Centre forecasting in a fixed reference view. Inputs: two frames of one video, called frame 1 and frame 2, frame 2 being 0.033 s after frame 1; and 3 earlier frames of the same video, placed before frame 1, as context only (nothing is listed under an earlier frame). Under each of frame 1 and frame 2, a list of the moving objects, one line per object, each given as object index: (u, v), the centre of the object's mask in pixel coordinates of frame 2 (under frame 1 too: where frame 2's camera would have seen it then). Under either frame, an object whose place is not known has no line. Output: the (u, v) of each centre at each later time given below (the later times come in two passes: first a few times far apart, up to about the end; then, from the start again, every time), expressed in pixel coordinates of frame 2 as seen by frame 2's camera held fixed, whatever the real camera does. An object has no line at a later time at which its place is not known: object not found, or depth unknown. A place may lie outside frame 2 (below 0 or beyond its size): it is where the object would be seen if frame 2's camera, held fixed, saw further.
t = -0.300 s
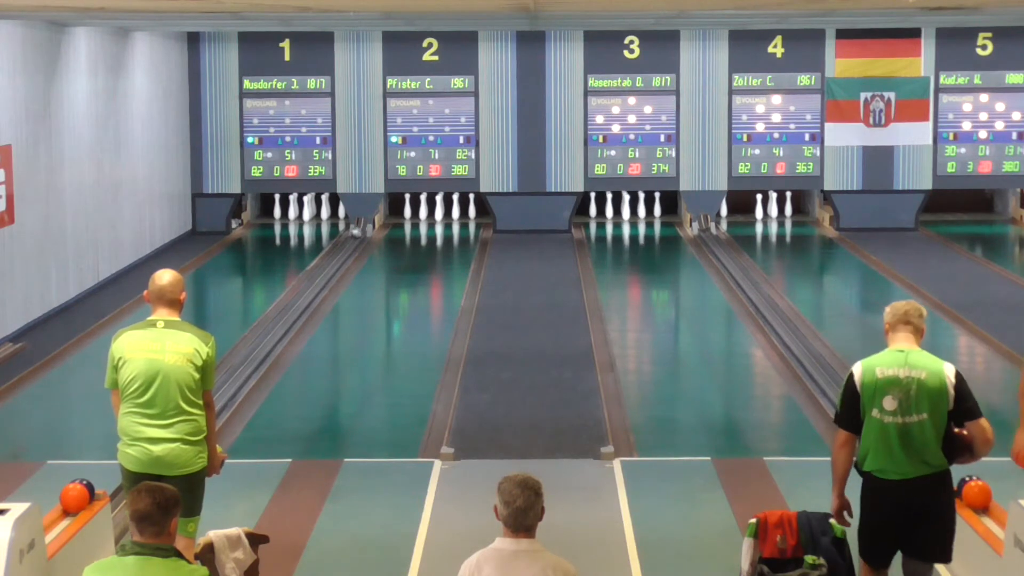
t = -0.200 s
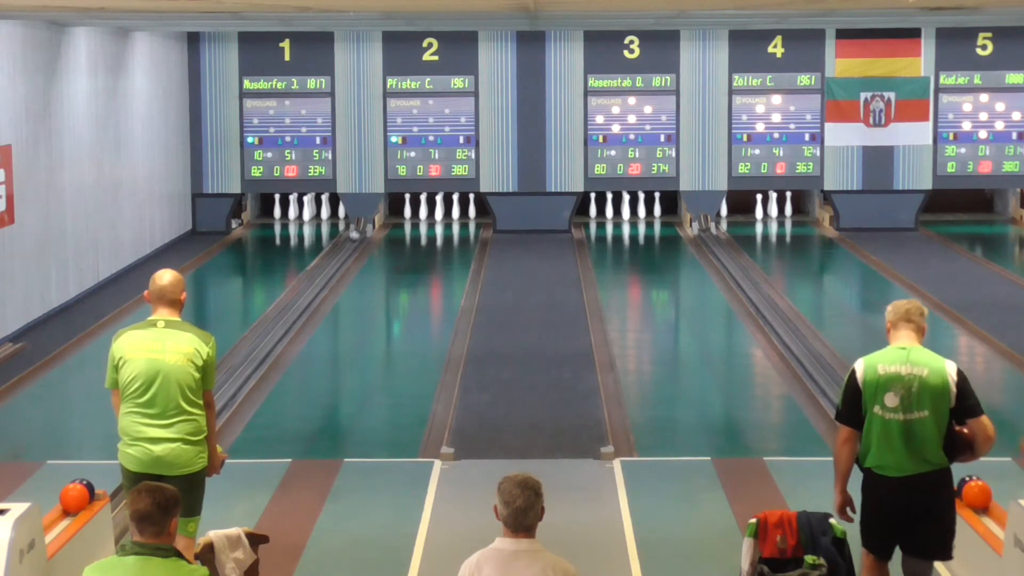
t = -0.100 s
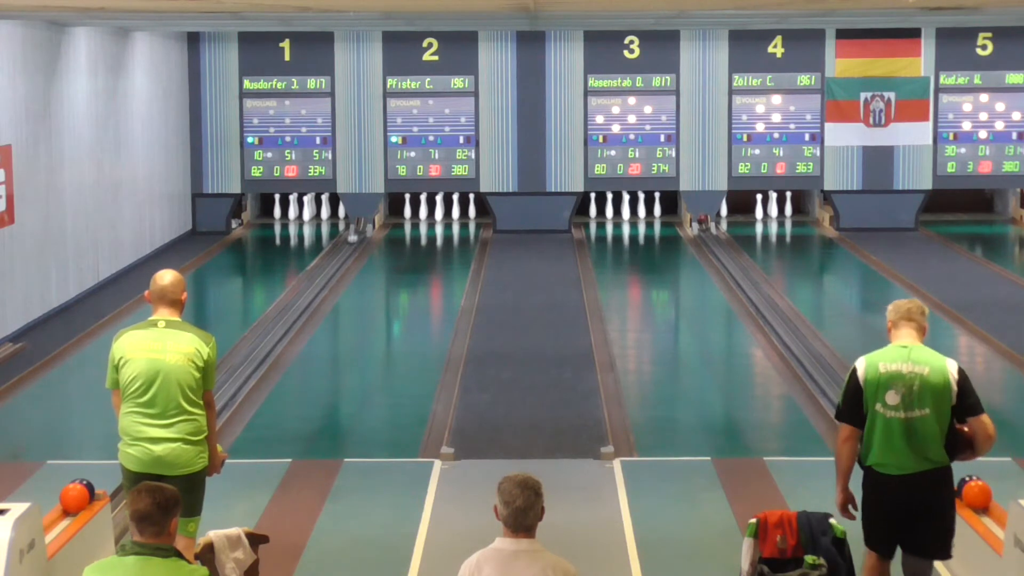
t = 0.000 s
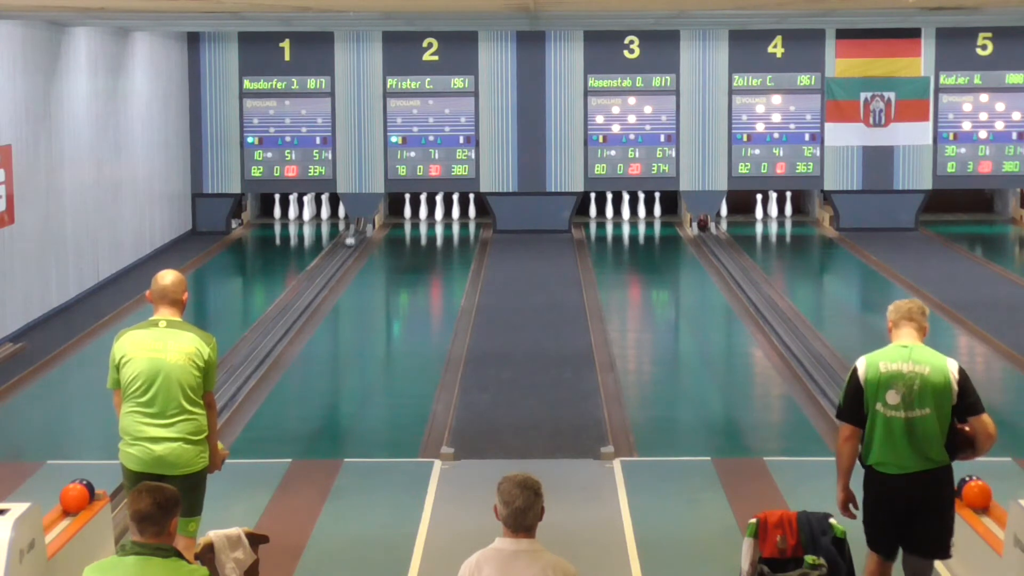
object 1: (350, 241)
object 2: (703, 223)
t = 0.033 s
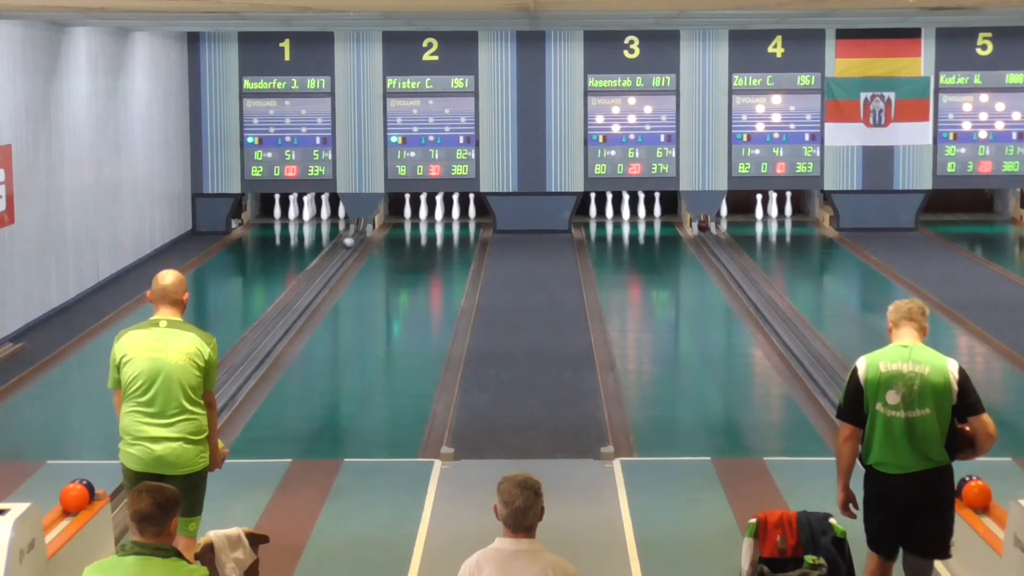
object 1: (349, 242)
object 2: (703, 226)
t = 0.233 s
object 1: (344, 248)
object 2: (706, 231)
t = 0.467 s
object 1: (338, 254)
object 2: (712, 237)
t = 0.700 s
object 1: (331, 261)
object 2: (718, 243)
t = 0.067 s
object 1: (349, 242)
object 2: (703, 226)
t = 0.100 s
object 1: (347, 243)
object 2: (704, 227)
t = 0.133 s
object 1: (346, 244)
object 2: (704, 228)
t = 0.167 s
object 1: (346, 245)
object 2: (705, 228)
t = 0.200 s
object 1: (345, 246)
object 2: (706, 229)
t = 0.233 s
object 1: (344, 248)
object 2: (706, 231)
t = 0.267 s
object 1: (343, 248)
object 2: (707, 231)
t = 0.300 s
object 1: (343, 249)
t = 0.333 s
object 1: (341, 251)
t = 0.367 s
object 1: (341, 251)
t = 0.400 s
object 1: (340, 252)
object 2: (710, 234)
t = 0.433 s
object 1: (338, 254)
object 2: (711, 236)
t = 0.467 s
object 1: (338, 254)
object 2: (712, 237)
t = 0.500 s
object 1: (337, 255)
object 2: (713, 238)
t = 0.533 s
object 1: (336, 256)
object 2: (713, 239)
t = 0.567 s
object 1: (335, 257)
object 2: (713, 240)
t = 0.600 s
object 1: (334, 258)
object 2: (715, 241)
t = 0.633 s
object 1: (333, 259)
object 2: (716, 242)
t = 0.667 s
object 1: (332, 261)
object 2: (717, 243)
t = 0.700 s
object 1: (331, 261)
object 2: (718, 243)
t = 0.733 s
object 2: (718, 242)
